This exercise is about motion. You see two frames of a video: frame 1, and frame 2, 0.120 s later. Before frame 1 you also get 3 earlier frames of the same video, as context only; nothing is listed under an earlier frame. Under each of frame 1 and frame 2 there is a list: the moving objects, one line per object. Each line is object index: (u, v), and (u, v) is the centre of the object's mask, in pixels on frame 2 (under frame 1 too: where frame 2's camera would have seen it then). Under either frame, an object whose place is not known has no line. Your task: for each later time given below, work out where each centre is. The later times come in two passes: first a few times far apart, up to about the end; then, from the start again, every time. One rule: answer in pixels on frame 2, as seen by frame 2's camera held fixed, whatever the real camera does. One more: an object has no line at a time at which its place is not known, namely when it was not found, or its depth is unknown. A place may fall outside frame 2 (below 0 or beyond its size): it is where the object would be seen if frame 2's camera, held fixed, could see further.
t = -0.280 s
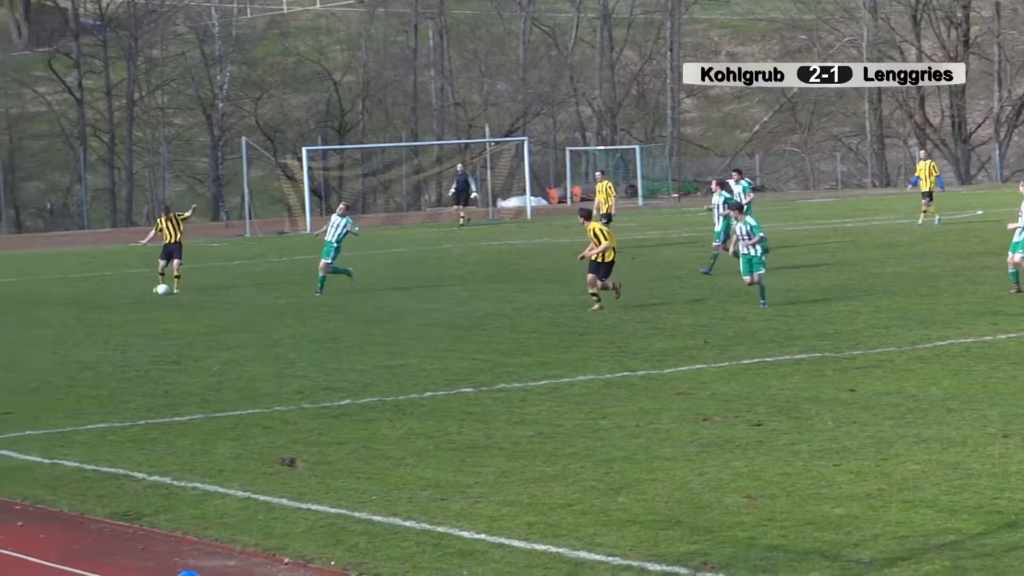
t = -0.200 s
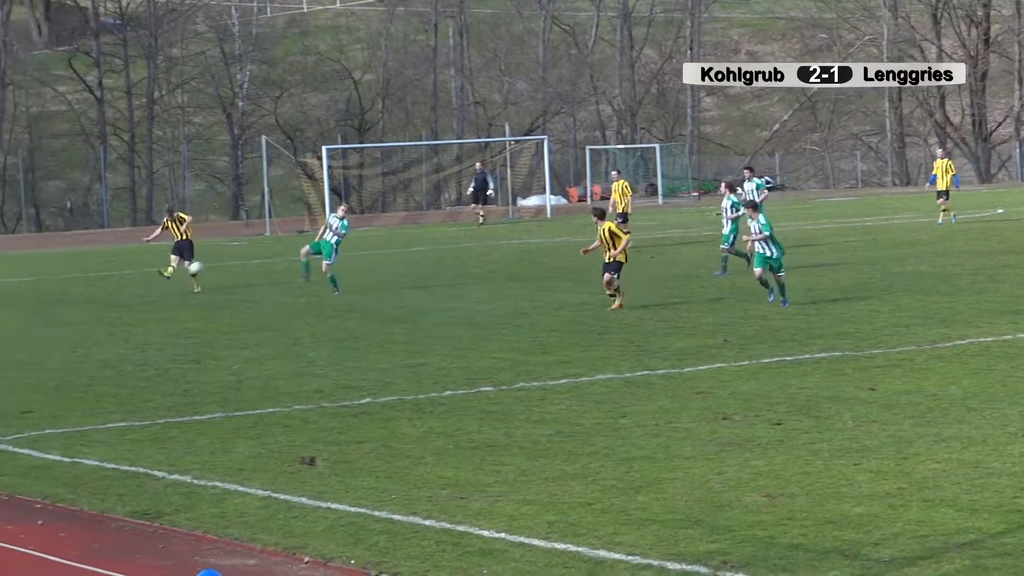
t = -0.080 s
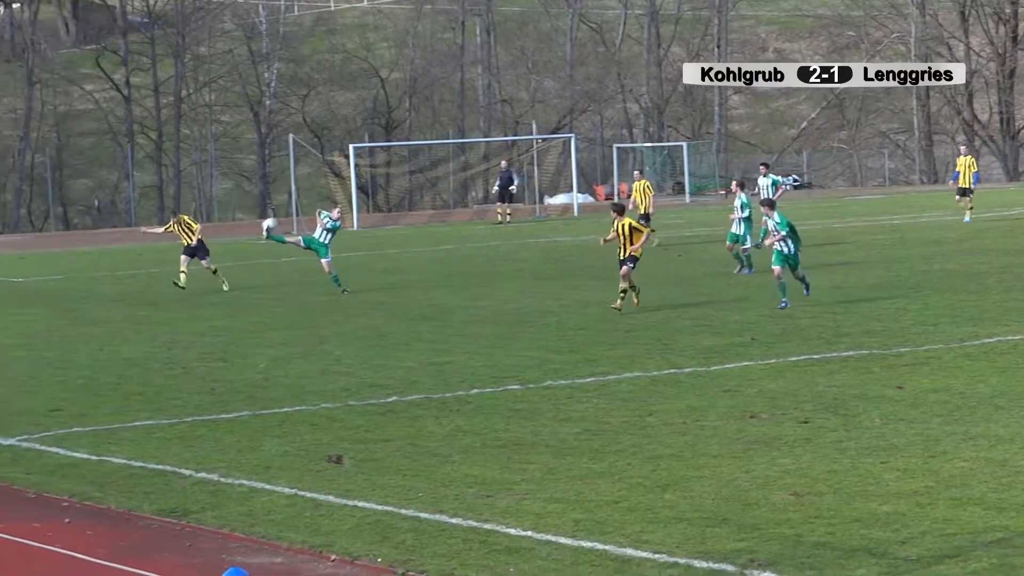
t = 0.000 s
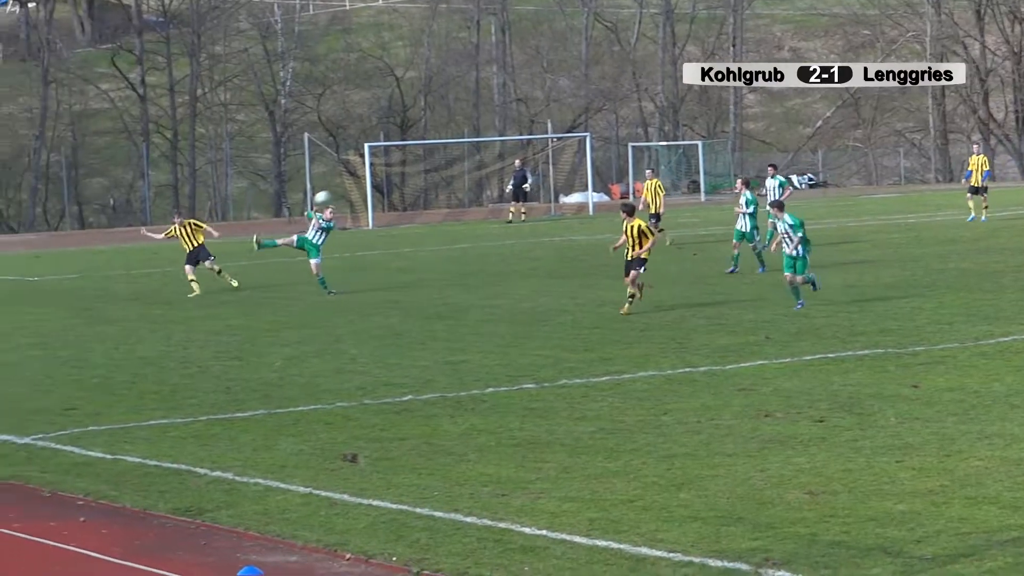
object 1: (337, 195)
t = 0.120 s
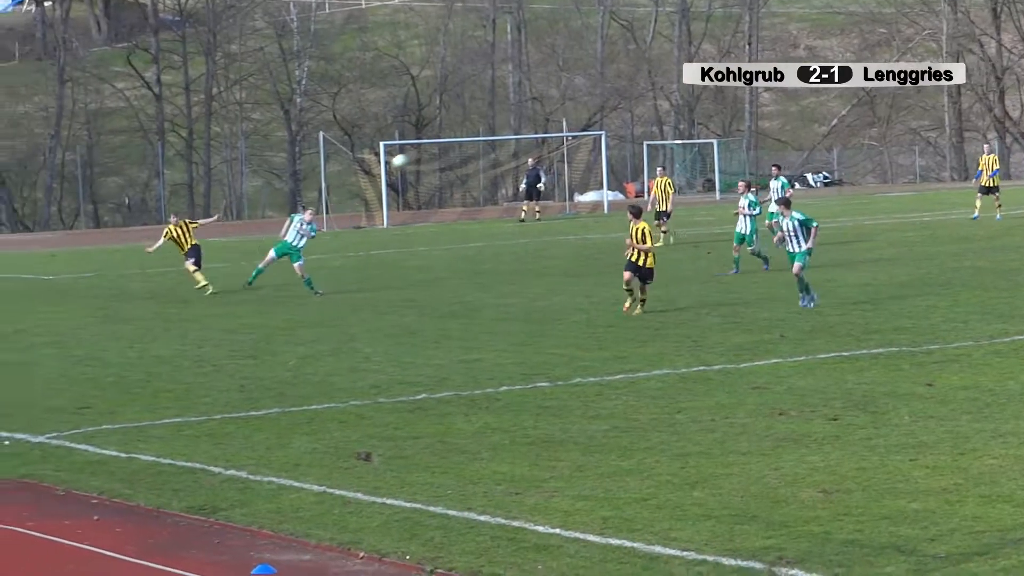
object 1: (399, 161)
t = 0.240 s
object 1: (471, 133)
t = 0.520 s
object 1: (668, 90)
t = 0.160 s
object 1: (422, 150)
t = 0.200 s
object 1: (446, 141)
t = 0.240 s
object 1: (471, 133)
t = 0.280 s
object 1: (496, 125)
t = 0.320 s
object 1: (523, 117)
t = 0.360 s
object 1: (549, 111)
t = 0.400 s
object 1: (578, 104)
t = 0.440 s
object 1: (607, 99)
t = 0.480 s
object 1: (637, 94)
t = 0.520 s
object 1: (668, 90)
